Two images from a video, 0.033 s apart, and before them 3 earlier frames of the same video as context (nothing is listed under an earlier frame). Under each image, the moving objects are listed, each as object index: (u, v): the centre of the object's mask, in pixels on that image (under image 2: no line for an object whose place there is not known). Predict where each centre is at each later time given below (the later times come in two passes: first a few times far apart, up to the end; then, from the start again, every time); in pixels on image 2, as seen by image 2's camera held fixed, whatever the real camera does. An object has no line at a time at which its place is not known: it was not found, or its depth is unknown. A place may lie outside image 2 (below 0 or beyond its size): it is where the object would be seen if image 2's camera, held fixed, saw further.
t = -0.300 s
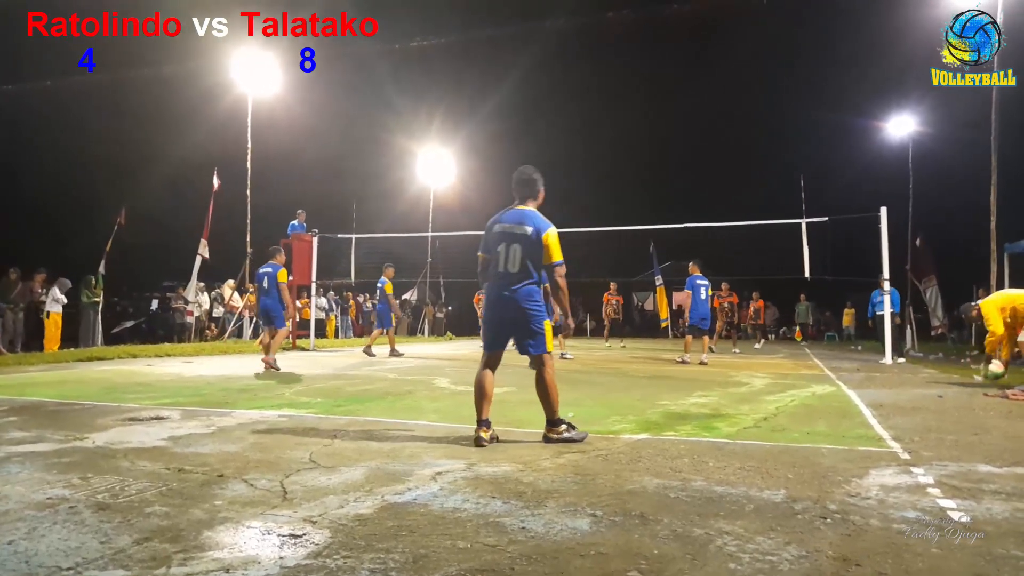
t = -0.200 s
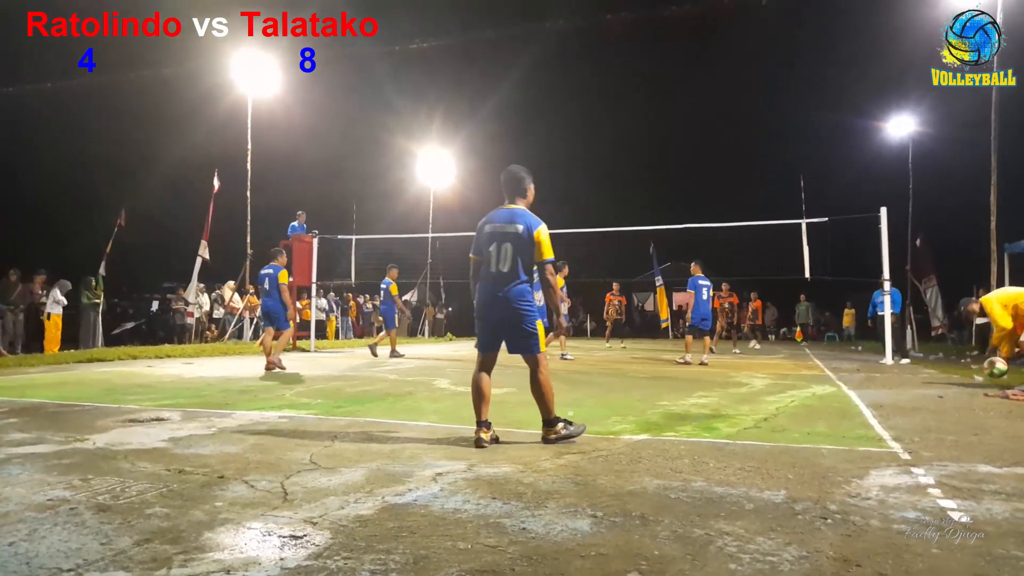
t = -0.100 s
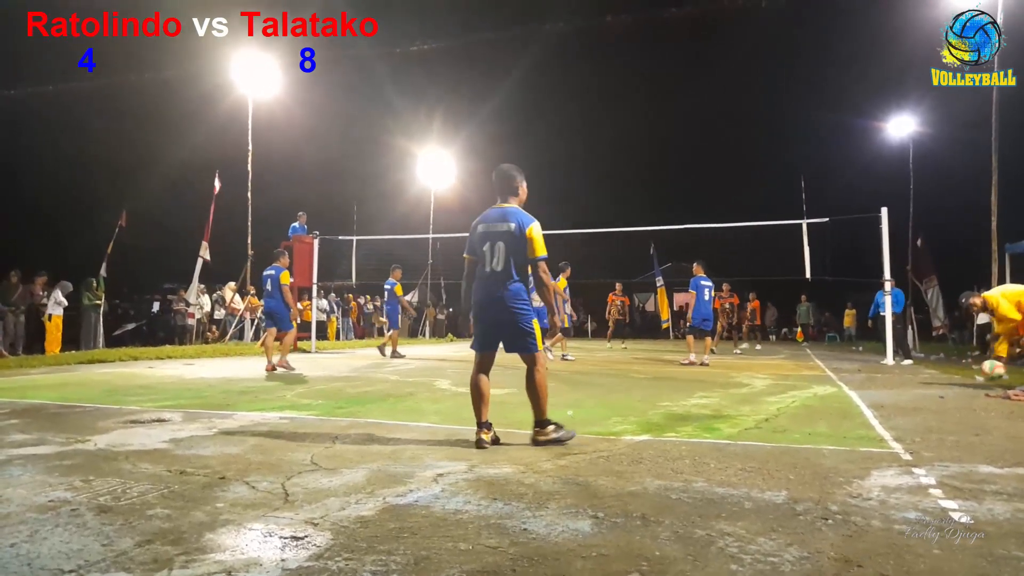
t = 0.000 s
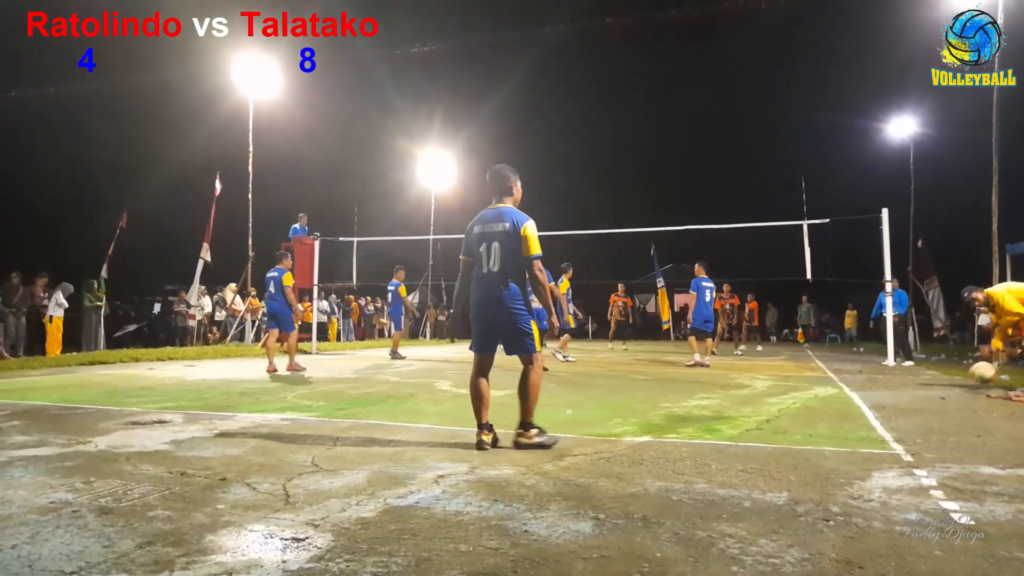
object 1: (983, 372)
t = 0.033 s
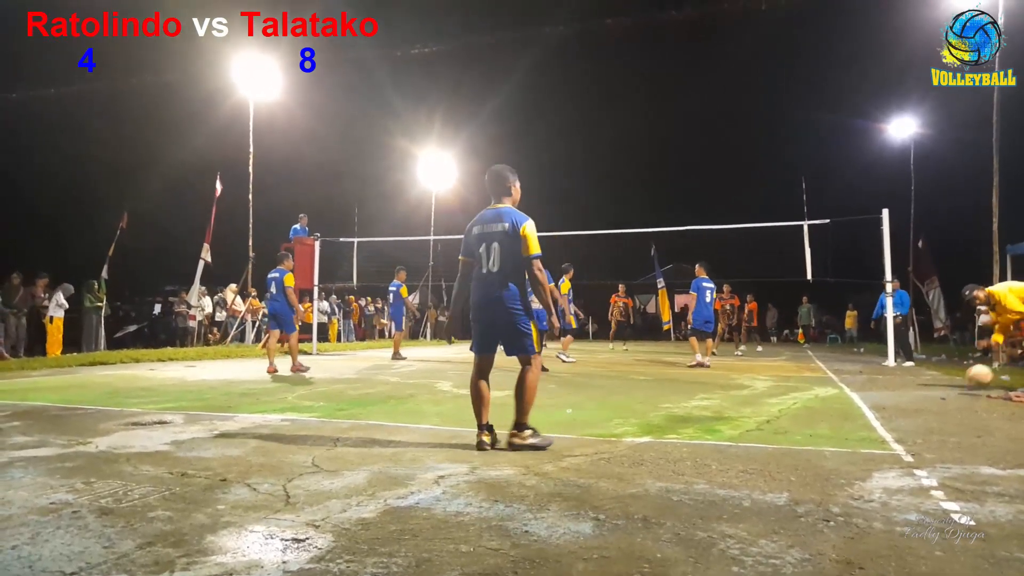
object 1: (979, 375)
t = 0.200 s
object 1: (966, 380)
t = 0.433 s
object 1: (945, 397)
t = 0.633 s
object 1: (924, 396)
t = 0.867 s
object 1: (894, 407)
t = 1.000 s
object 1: (872, 424)
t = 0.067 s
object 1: (976, 378)
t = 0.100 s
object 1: (972, 384)
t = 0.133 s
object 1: (969, 386)
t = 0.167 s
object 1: (966, 382)
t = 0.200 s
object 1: (966, 380)
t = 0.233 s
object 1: (962, 378)
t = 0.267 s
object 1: (959, 379)
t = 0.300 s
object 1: (956, 380)
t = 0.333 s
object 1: (953, 382)
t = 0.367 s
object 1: (951, 387)
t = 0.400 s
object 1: (948, 392)
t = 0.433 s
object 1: (945, 397)
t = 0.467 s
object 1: (941, 393)
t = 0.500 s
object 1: (938, 391)
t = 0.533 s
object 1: (935, 390)
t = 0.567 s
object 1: (931, 390)
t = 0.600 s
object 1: (928, 392)
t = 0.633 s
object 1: (924, 396)
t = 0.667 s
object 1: (920, 401)
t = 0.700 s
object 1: (917, 408)
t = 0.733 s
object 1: (912, 409)
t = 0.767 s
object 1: (908, 406)
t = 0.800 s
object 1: (904, 405)
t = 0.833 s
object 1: (899, 405)
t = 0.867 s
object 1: (894, 407)
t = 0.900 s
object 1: (890, 411)
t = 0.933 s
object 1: (884, 416)
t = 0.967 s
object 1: (880, 424)
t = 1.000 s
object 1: (872, 424)
